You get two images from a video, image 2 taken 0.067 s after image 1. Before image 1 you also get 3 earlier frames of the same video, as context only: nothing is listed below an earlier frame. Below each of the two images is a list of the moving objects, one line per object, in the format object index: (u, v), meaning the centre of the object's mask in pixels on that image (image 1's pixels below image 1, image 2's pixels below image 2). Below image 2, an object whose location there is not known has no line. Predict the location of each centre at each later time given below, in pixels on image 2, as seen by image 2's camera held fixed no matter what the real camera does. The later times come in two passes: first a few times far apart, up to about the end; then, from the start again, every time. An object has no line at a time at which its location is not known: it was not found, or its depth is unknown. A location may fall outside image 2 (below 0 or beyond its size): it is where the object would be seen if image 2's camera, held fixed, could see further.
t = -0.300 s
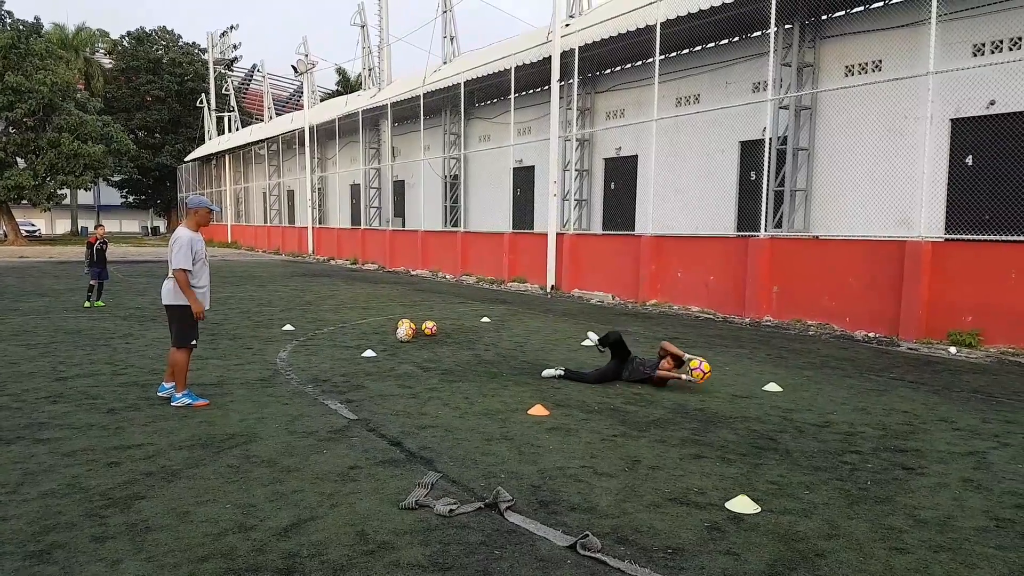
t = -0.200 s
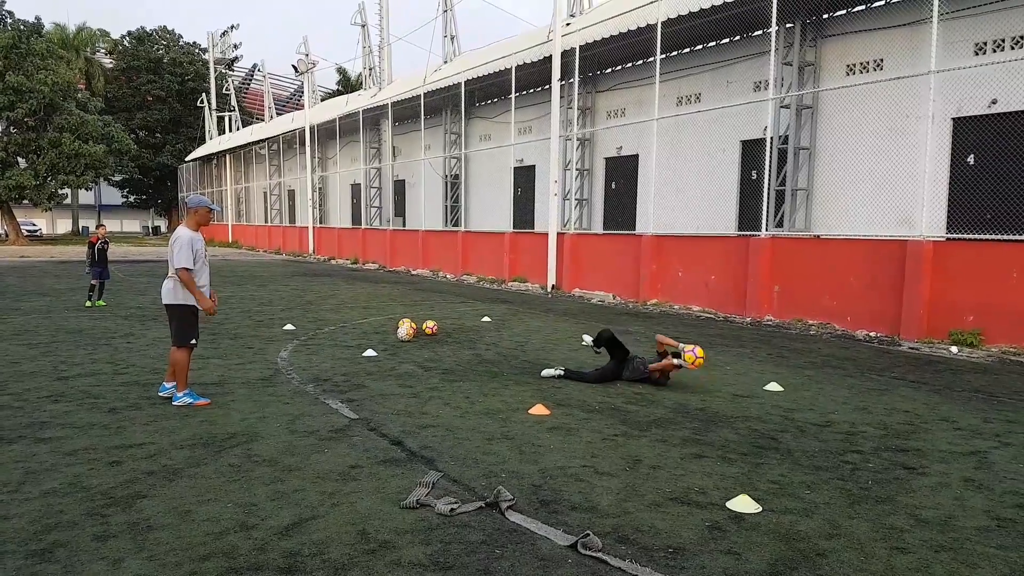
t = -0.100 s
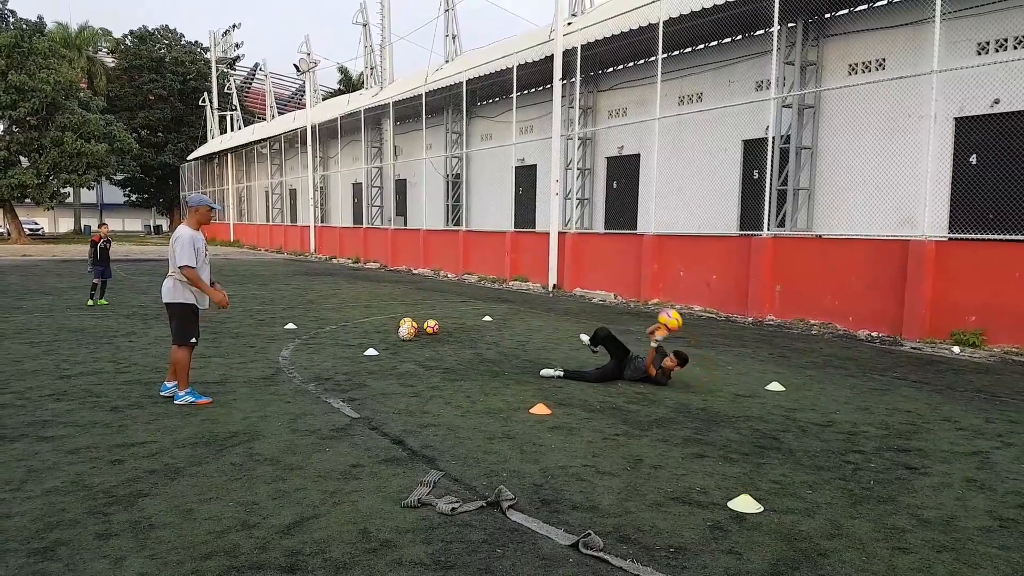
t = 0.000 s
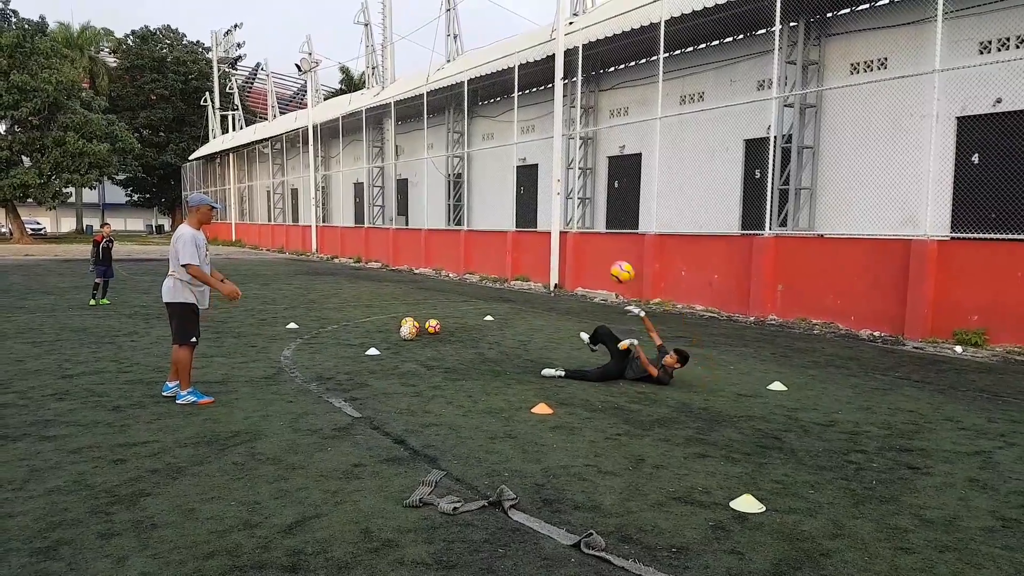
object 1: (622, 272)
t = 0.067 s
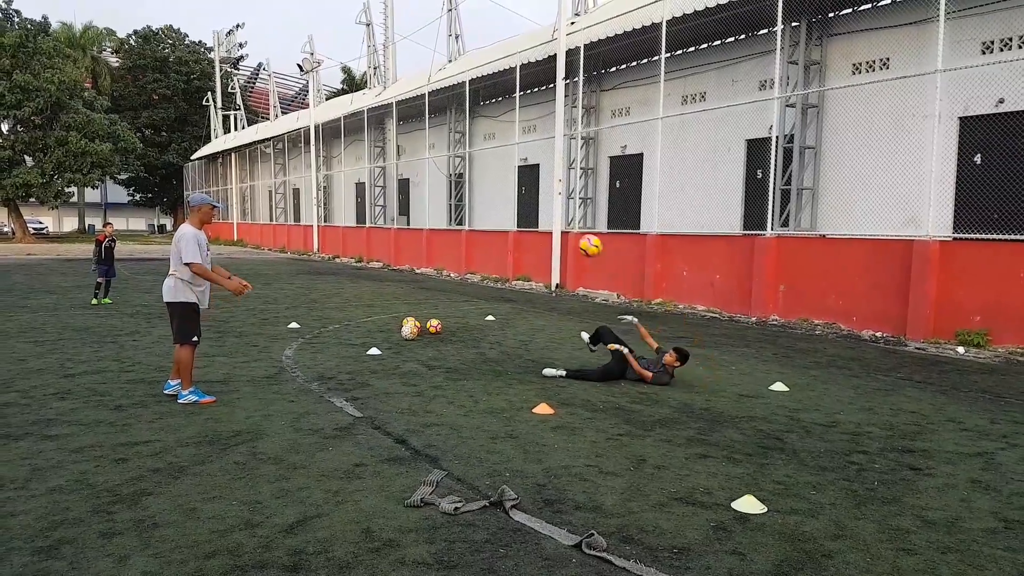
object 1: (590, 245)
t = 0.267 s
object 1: (493, 193)
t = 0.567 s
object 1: (350, 186)
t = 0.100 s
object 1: (574, 234)
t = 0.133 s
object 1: (558, 224)
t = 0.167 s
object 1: (541, 214)
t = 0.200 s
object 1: (526, 206)
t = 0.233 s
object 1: (510, 199)
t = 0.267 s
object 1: (493, 193)
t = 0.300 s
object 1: (477, 188)
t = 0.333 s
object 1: (461, 184)
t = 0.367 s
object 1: (446, 181)
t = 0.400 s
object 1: (429, 179)
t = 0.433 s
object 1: (413, 178)
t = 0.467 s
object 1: (397, 179)
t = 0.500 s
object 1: (381, 180)
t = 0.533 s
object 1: (365, 183)
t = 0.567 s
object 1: (350, 186)
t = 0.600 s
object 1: (334, 191)
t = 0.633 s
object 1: (318, 196)
